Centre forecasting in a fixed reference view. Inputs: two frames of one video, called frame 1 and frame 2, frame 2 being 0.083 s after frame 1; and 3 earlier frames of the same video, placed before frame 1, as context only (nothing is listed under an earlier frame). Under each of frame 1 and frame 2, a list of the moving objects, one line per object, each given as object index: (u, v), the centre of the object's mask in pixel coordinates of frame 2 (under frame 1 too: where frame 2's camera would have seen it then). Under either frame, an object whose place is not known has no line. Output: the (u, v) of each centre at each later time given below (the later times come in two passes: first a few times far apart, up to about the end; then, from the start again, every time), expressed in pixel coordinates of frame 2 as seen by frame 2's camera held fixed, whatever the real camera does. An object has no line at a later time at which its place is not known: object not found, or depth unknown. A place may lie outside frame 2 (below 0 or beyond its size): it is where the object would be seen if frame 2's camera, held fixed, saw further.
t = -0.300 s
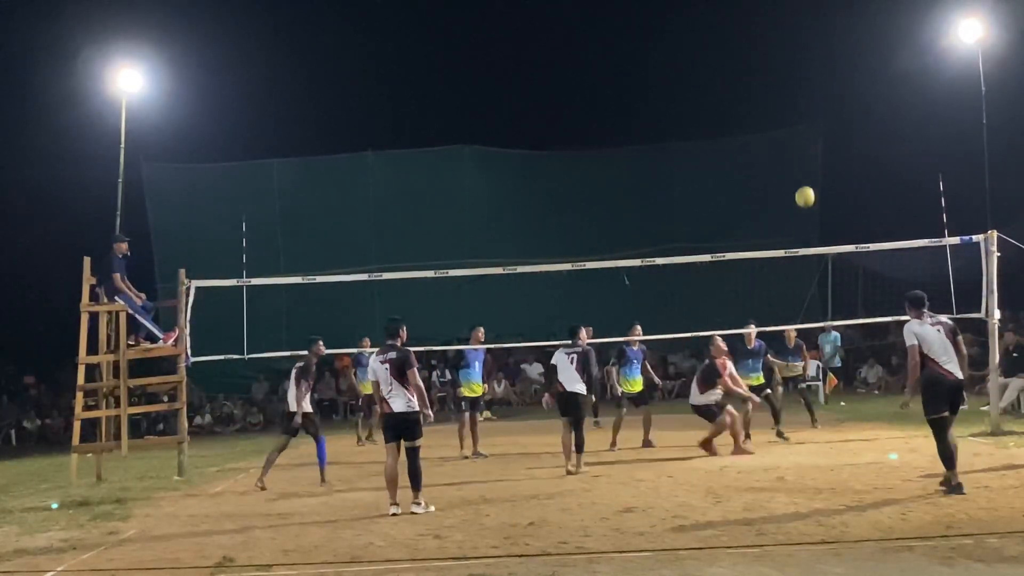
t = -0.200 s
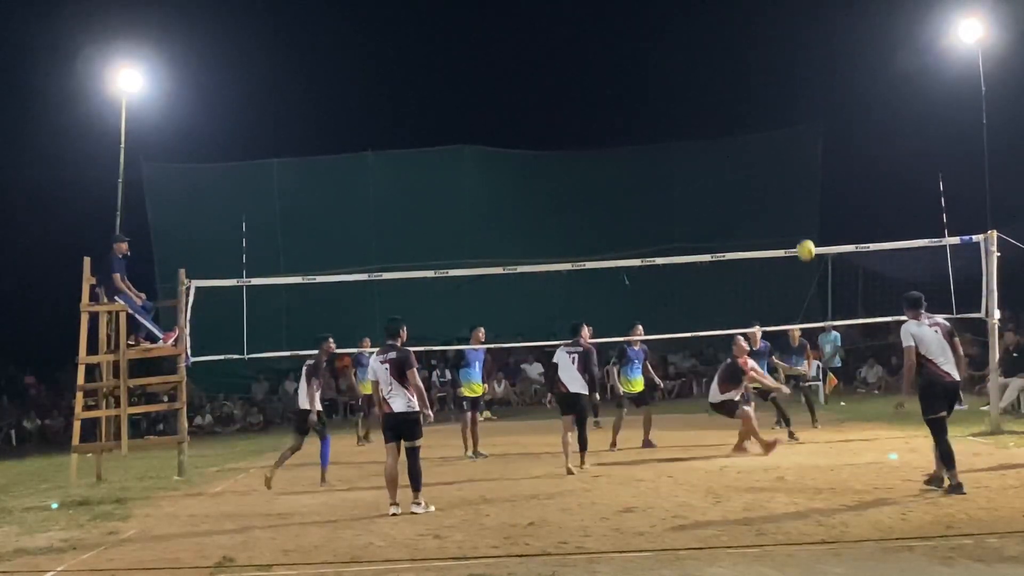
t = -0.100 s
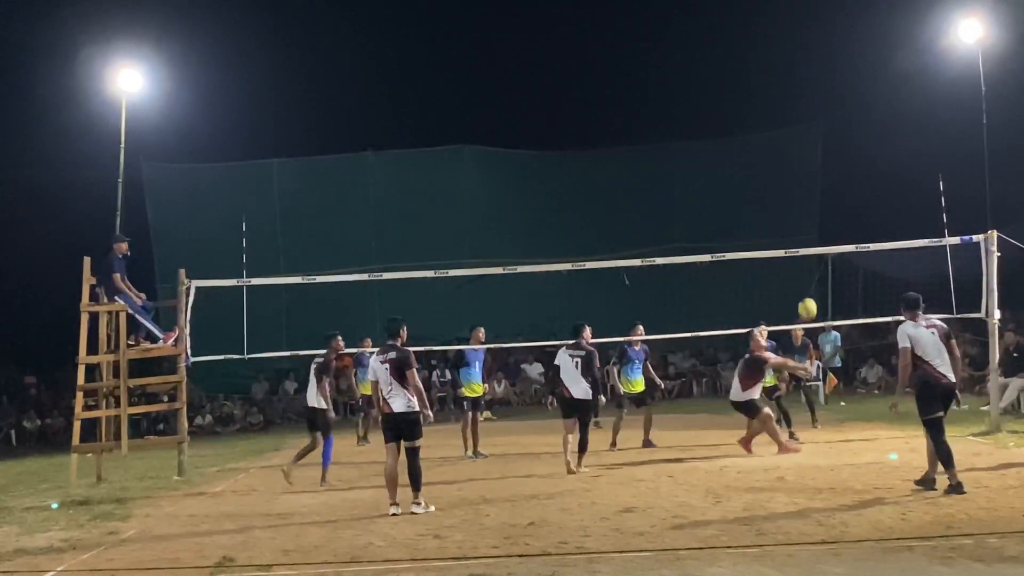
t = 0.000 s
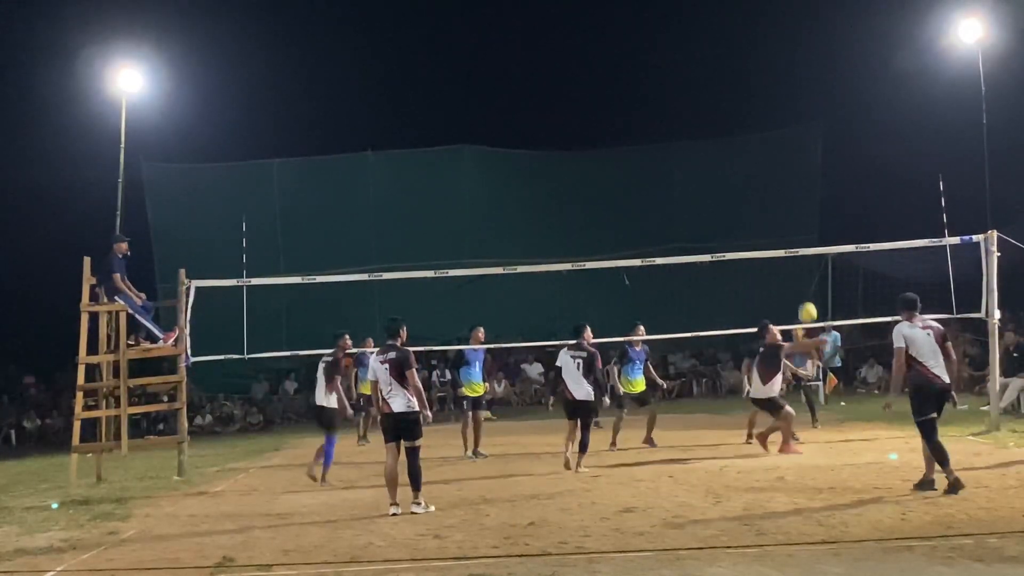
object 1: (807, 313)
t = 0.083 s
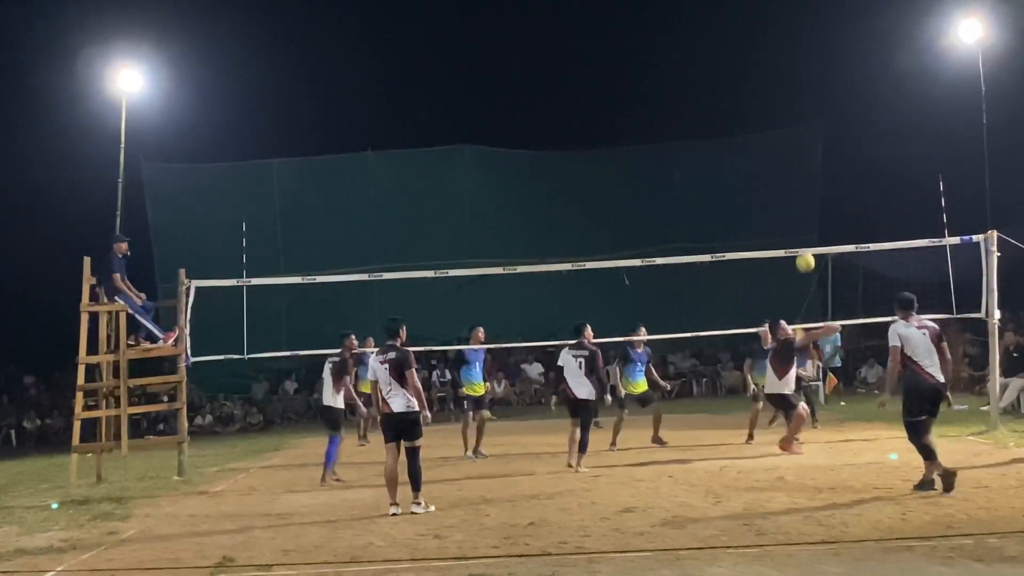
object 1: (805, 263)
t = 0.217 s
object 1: (803, 195)
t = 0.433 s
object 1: (799, 120)
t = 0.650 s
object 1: (798, 84)
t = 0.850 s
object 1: (798, 84)
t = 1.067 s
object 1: (800, 119)
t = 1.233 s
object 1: (803, 169)
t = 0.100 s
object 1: (805, 254)
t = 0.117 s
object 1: (804, 243)
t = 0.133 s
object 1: (804, 236)
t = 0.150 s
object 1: (804, 227)
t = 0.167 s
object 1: (803, 219)
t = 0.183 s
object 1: (803, 210)
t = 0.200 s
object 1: (803, 203)
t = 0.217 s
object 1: (803, 195)
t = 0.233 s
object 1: (802, 188)
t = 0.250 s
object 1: (802, 181)
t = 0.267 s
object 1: (802, 174)
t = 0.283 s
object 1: (802, 167)
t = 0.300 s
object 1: (801, 161)
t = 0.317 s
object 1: (801, 155)
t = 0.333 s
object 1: (800, 149)
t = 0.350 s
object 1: (800, 144)
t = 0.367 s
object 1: (800, 138)
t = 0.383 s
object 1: (800, 134)
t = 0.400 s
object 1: (800, 129)
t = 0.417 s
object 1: (799, 125)
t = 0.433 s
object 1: (799, 120)
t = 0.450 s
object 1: (799, 115)
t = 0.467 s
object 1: (799, 112)
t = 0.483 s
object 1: (799, 108)
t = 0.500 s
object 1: (798, 105)
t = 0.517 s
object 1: (798, 102)
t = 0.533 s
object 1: (798, 98)
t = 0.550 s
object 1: (798, 96)
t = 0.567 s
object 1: (798, 93)
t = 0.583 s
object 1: (798, 91)
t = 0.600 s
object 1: (798, 89)
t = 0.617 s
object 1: (798, 87)
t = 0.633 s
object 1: (798, 85)
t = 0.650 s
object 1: (798, 84)
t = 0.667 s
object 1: (798, 83)
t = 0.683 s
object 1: (798, 82)
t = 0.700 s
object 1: (798, 81)
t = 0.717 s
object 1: (798, 80)
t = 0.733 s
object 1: (798, 80)
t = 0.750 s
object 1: (798, 80)
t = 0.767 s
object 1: (797, 80)
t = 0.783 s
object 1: (798, 80)
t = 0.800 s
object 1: (797, 81)
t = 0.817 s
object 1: (797, 82)
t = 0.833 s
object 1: (798, 83)
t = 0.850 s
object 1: (798, 84)
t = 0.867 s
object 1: (798, 86)
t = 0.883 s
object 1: (798, 87)
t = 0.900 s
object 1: (798, 89)
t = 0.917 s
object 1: (798, 91)
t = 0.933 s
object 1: (799, 93)
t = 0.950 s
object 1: (799, 96)
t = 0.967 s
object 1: (799, 98)
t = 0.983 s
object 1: (799, 101)
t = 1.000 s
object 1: (800, 104)
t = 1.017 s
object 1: (800, 108)
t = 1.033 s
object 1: (800, 111)
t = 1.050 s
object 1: (800, 114)
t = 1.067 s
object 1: (800, 119)
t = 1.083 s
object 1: (801, 123)
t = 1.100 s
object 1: (801, 127)
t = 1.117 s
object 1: (801, 132)
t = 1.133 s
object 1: (801, 136)
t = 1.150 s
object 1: (801, 141)
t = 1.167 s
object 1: (802, 146)
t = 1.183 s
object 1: (802, 152)
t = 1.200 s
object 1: (802, 157)
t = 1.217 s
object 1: (803, 163)
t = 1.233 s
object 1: (803, 169)
